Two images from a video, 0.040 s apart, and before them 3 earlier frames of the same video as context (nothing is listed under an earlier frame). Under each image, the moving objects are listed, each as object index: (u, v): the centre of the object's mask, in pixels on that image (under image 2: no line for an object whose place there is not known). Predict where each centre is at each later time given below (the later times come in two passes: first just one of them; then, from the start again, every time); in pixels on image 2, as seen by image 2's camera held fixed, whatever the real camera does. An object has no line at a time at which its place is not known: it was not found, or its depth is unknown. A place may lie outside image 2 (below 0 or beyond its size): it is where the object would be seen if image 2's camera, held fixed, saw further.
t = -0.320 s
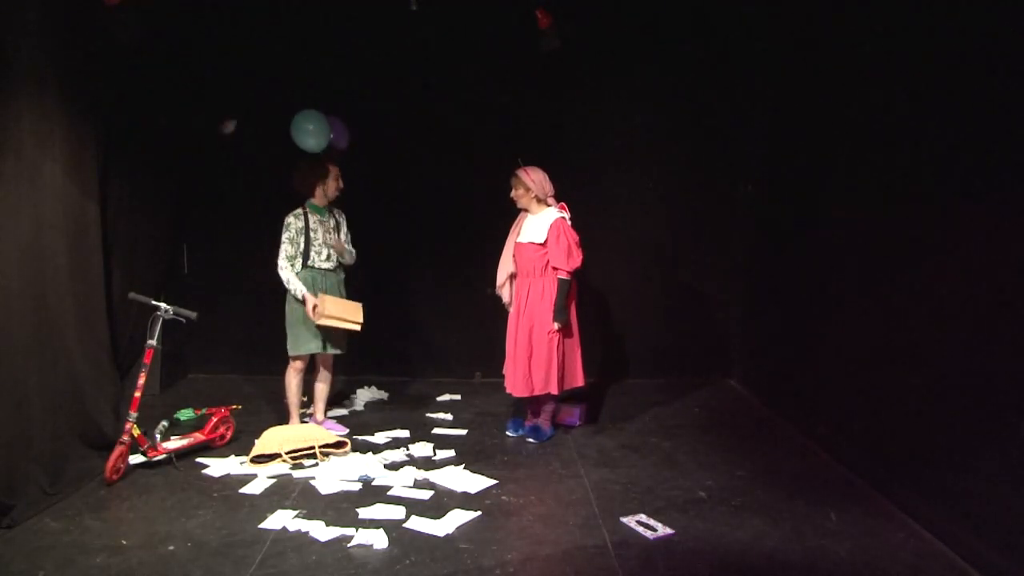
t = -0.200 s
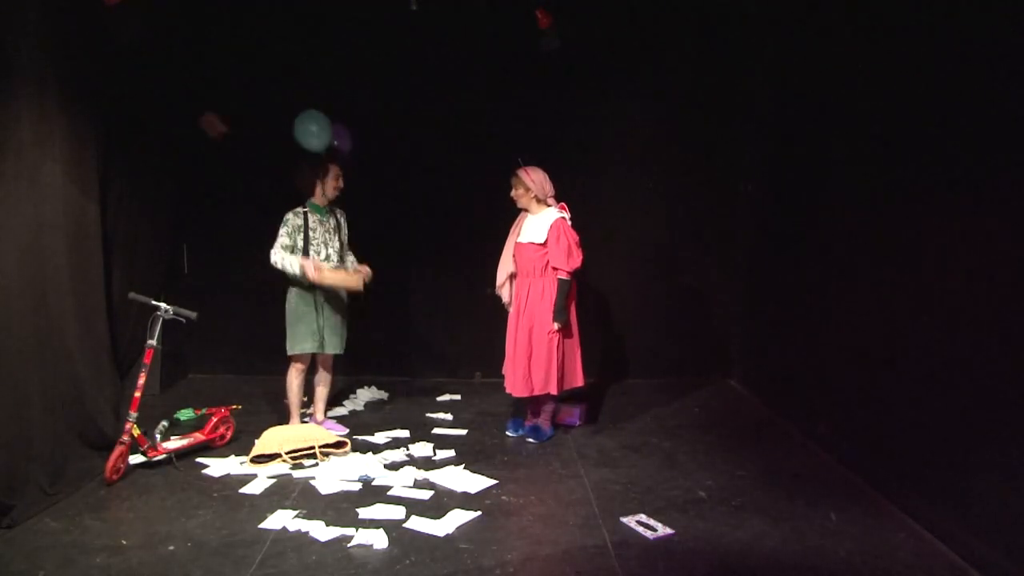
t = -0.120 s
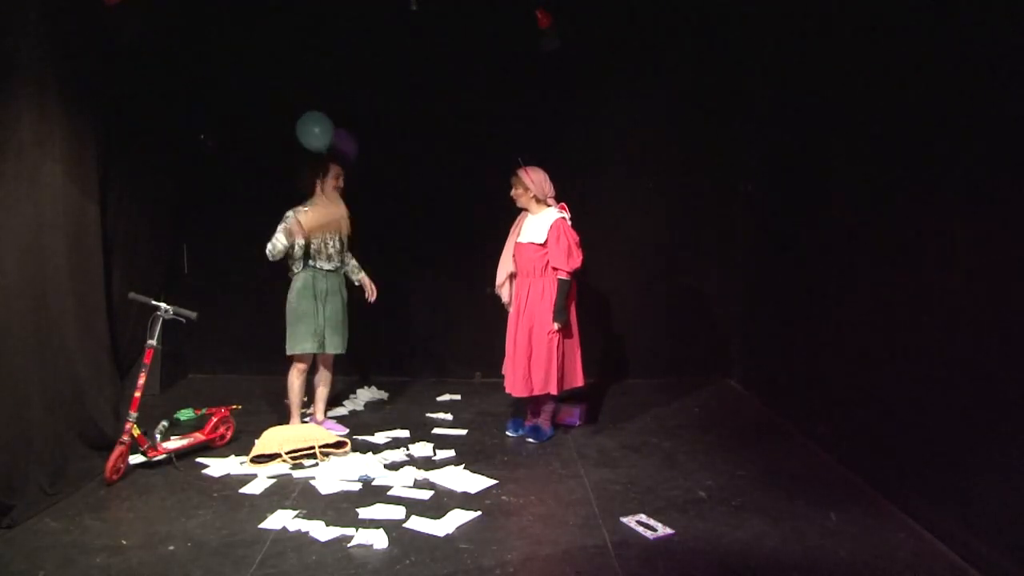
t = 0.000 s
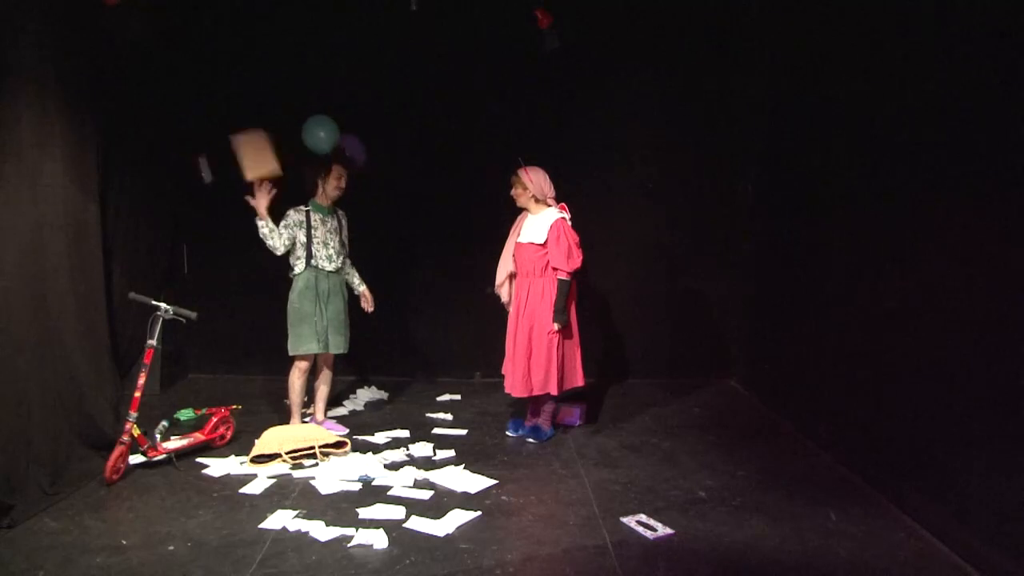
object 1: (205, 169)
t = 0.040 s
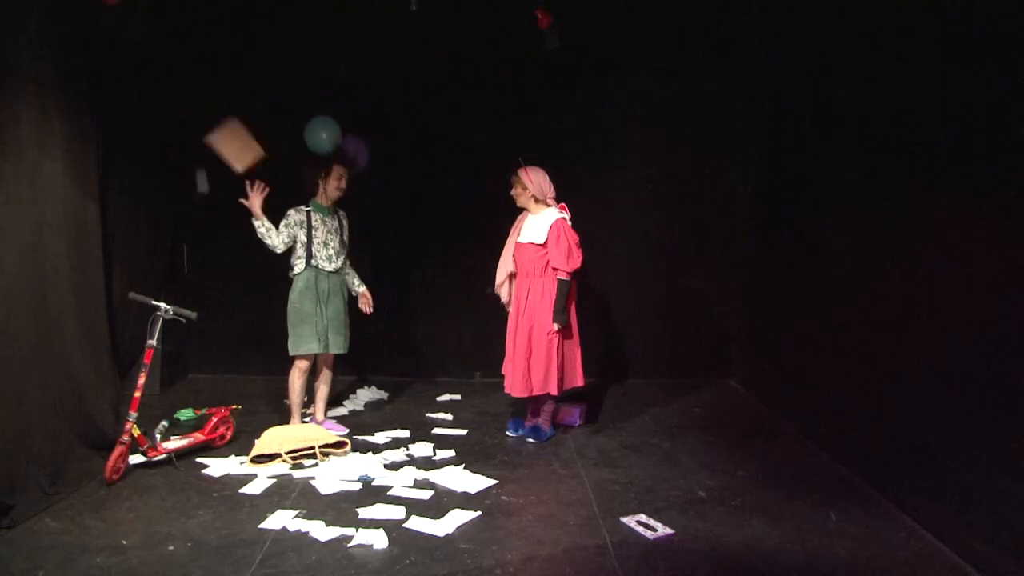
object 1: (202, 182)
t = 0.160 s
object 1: (193, 228)
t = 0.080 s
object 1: (198, 199)
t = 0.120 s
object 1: (196, 212)
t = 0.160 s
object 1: (193, 228)
